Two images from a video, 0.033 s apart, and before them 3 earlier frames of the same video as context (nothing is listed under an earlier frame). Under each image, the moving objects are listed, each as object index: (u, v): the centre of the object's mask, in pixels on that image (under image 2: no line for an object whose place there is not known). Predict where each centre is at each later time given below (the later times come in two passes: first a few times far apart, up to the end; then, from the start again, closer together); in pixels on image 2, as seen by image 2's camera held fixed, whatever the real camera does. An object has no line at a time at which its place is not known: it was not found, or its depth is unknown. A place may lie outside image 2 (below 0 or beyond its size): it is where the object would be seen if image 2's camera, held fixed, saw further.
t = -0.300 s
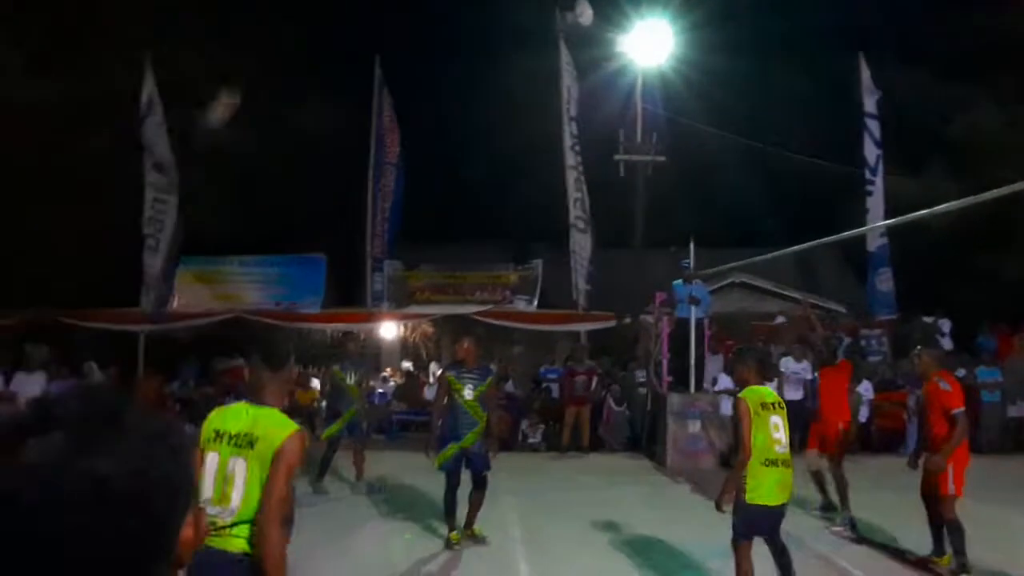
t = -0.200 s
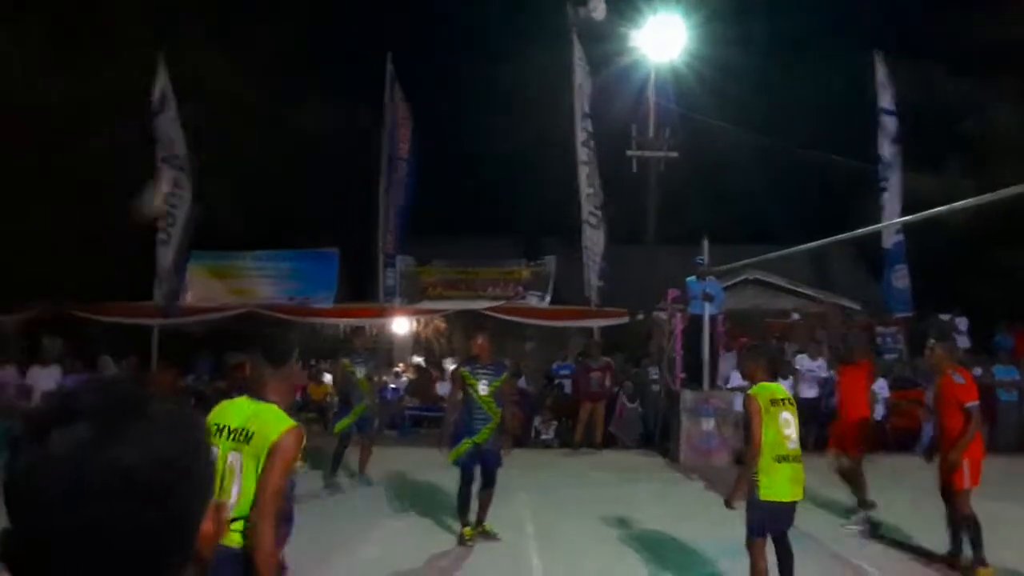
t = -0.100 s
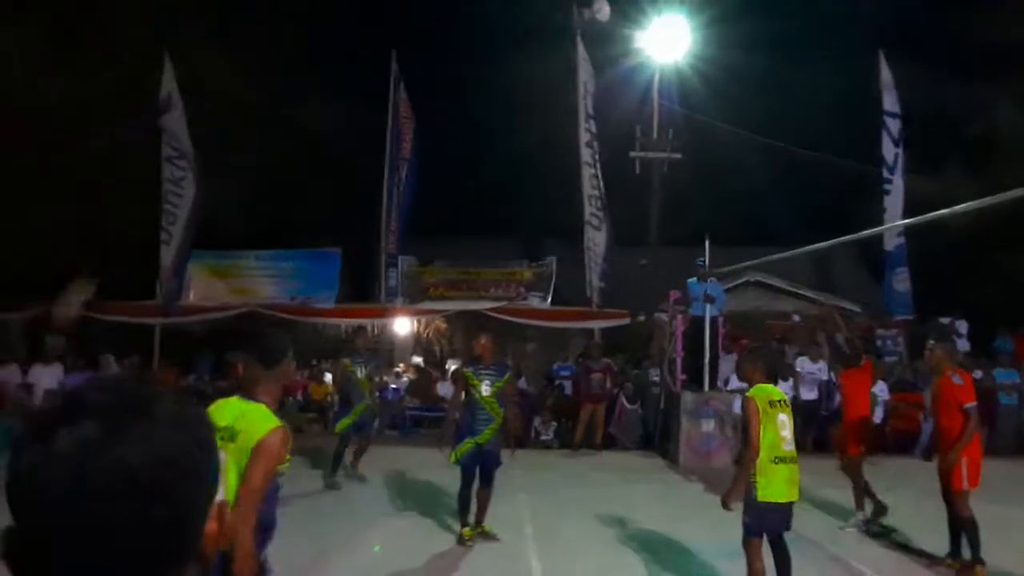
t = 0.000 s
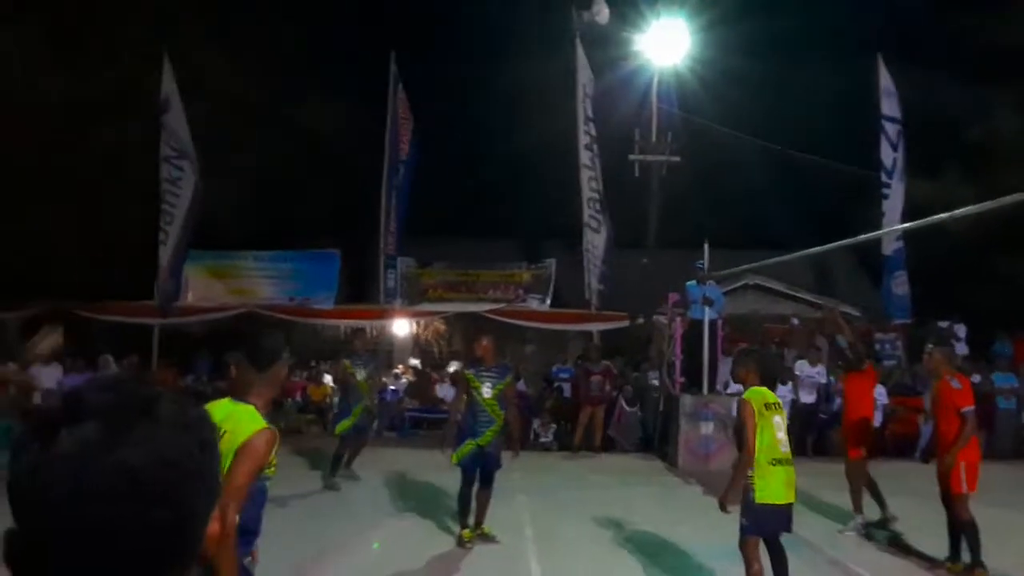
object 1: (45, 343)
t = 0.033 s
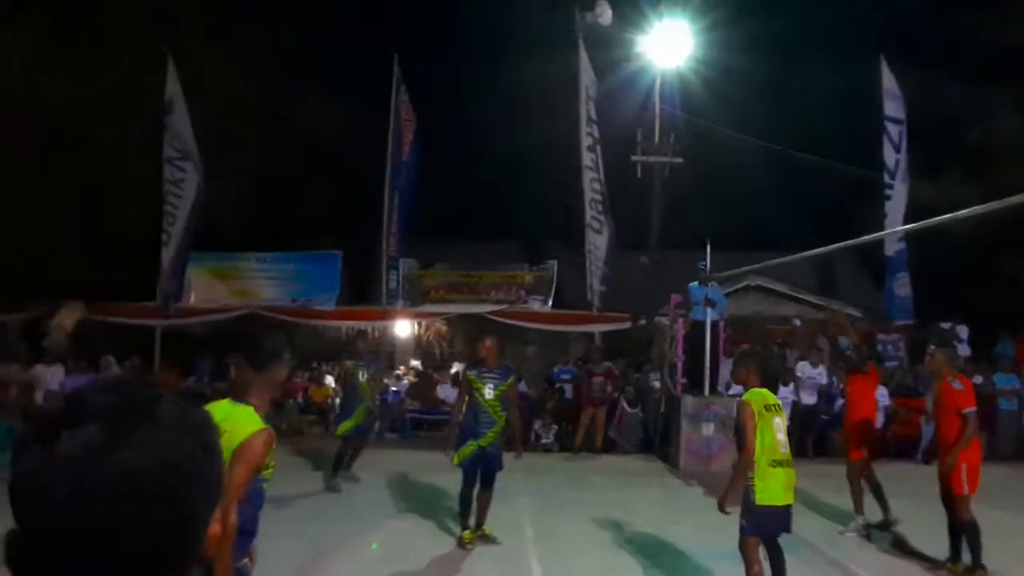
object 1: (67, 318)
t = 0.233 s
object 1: (173, 207)
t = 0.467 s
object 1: (292, 132)
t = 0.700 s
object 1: (415, 127)
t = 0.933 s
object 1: (532, 189)
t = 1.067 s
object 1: (600, 256)
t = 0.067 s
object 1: (85, 296)
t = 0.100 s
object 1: (101, 277)
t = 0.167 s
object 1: (137, 238)
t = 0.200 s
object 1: (154, 221)
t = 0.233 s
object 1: (173, 207)
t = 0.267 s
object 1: (193, 192)
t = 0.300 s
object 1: (209, 178)
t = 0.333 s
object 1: (223, 166)
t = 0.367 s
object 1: (241, 155)
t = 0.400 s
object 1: (258, 145)
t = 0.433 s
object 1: (275, 138)
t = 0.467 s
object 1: (292, 132)
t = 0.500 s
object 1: (309, 128)
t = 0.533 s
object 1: (328, 124)
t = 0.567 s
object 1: (345, 122)
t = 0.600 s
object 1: (363, 122)
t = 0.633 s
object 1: (379, 122)
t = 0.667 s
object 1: (397, 124)
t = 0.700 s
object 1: (415, 127)
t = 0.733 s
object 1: (433, 132)
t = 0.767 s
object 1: (448, 137)
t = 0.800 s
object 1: (466, 145)
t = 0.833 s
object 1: (481, 154)
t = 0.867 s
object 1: (499, 164)
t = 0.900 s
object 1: (515, 176)
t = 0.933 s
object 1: (532, 189)
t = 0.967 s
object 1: (549, 203)
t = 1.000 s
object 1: (565, 219)
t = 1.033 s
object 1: (583, 235)
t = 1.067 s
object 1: (600, 256)
